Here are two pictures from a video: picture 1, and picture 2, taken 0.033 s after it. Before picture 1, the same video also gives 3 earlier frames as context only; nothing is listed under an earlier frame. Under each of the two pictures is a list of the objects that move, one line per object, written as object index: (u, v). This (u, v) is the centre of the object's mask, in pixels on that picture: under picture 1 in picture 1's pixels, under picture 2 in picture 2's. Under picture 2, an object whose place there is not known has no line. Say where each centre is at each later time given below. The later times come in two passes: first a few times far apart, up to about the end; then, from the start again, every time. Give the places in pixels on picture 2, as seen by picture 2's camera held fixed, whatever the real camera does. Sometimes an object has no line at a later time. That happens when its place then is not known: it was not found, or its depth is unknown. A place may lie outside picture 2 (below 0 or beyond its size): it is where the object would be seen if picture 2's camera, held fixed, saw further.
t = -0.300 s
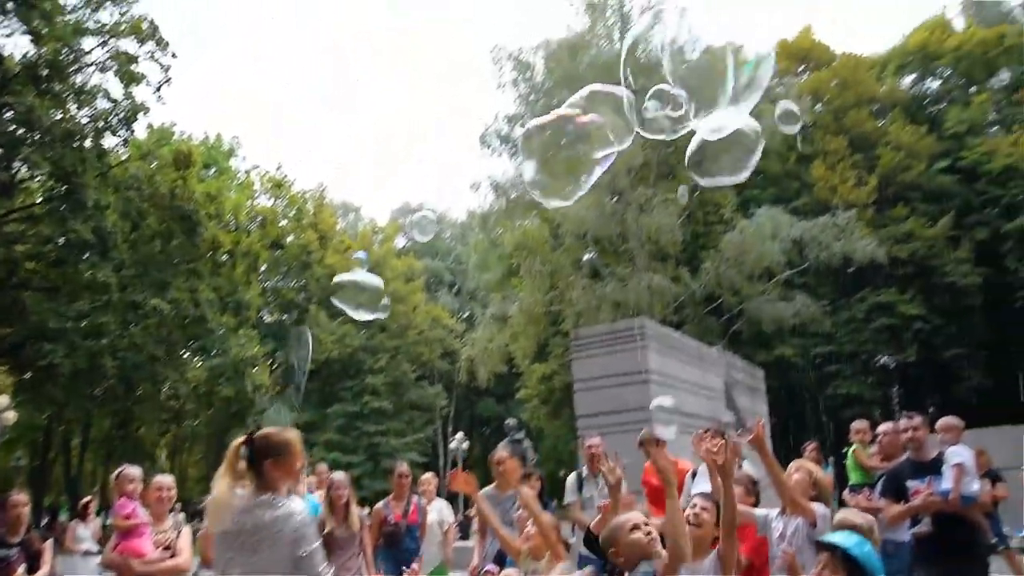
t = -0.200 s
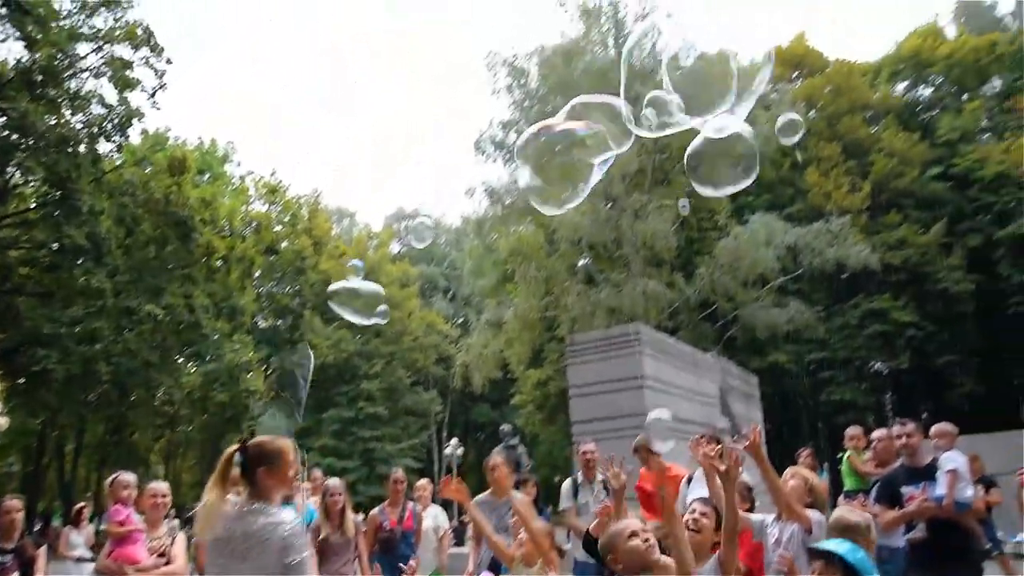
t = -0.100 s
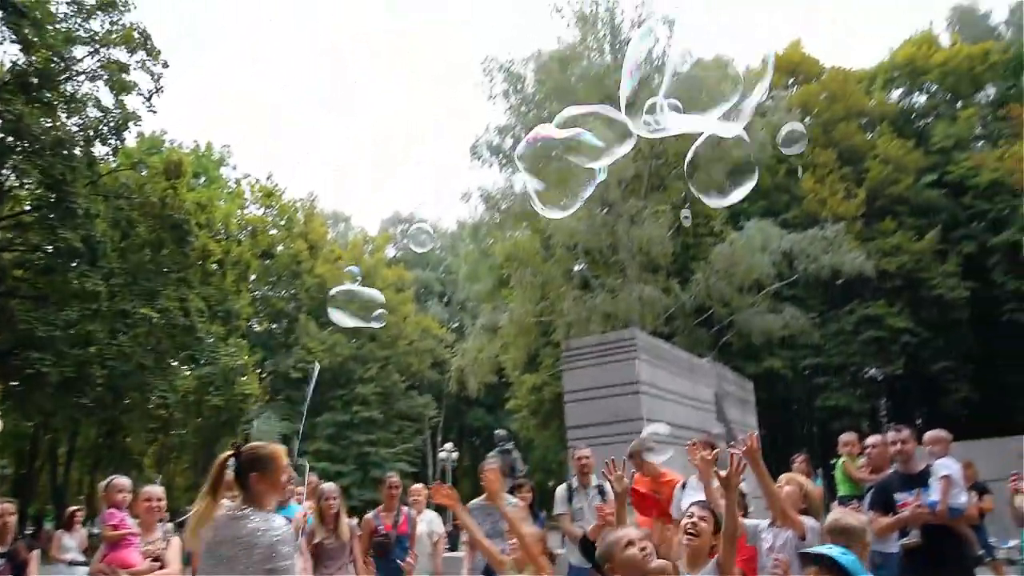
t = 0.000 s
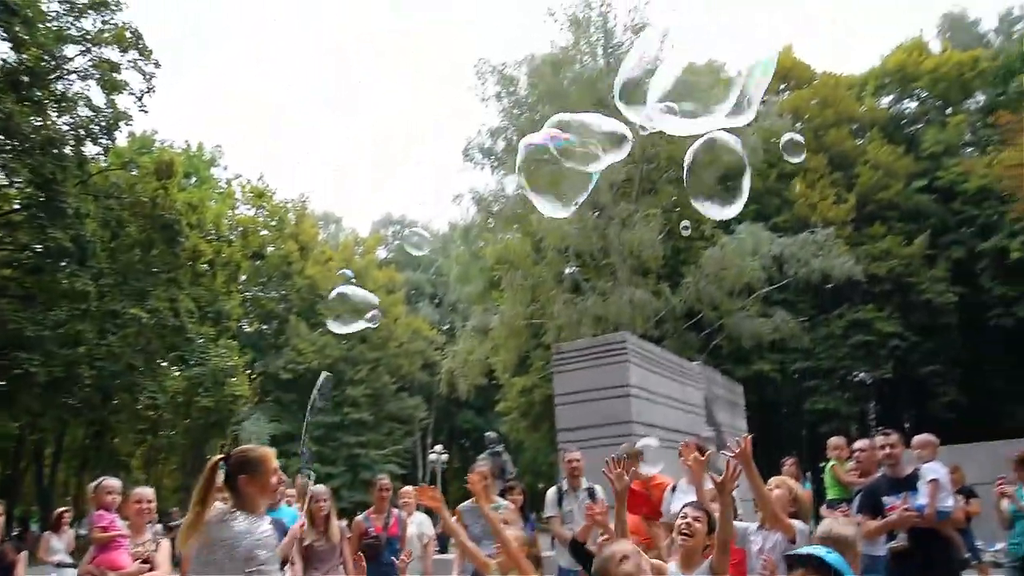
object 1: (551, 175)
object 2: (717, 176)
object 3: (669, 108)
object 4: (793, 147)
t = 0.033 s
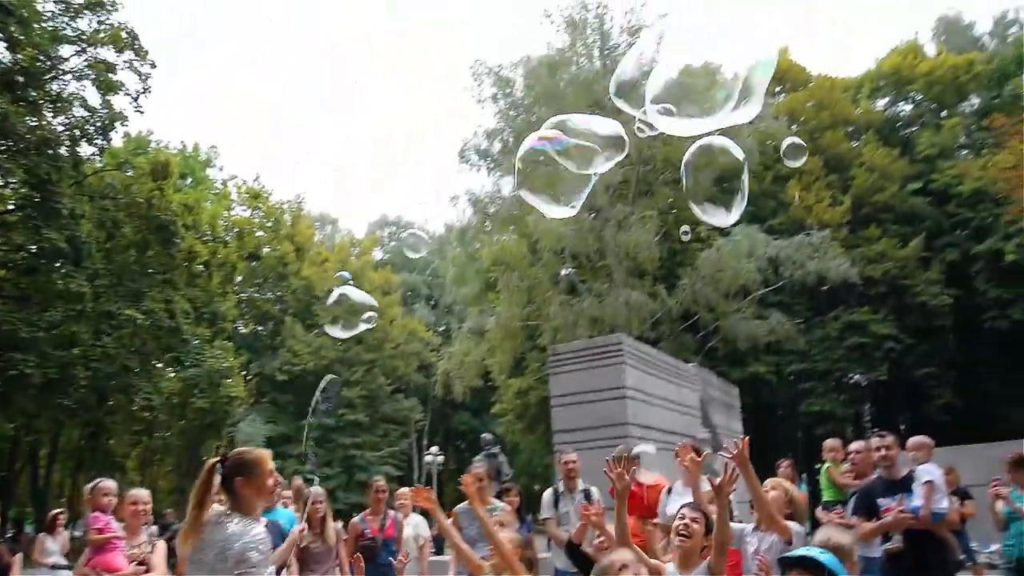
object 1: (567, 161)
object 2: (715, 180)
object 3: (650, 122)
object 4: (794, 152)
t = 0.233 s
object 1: (571, 163)
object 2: (730, 197)
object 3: (658, 126)
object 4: (821, 161)
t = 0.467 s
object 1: (574, 166)
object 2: (740, 216)
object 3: (670, 131)
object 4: (845, 175)
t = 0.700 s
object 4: (863, 202)
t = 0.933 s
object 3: (677, 167)
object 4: (880, 223)
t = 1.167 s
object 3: (679, 179)
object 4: (883, 241)
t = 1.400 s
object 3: (682, 190)
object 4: (869, 256)
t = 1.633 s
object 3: (686, 202)
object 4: (852, 276)
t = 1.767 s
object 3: (690, 209)
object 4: (848, 288)
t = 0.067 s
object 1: (568, 162)
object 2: (718, 183)
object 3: (647, 127)
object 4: (799, 154)
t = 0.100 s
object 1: (569, 162)
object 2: (720, 186)
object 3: (650, 126)
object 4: (803, 156)
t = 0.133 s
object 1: (570, 162)
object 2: (723, 188)
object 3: (653, 125)
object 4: (809, 157)
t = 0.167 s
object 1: (570, 163)
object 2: (725, 192)
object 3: (655, 125)
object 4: (812, 158)
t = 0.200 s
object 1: (571, 163)
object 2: (727, 194)
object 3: (657, 126)
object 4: (816, 160)
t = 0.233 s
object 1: (571, 163)
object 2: (730, 197)
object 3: (658, 126)
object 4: (821, 161)
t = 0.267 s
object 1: (572, 163)
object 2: (732, 199)
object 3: (660, 126)
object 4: (825, 163)
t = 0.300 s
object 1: (573, 163)
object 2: (734, 201)
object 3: (663, 126)
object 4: (829, 164)
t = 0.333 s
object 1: (574, 163)
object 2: (736, 204)
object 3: (664, 127)
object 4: (833, 166)
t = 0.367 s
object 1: (574, 163)
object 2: (737, 206)
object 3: (666, 127)
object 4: (835, 168)
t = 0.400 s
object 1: (575, 164)
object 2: (738, 209)
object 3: (668, 128)
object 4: (839, 171)
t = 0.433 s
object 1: (574, 164)
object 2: (739, 212)
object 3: (669, 129)
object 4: (842, 173)
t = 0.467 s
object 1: (574, 166)
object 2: (740, 216)
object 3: (670, 131)
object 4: (845, 175)
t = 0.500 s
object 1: (575, 168)
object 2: (742, 221)
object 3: (672, 134)
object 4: (848, 179)
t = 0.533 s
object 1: (575, 170)
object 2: (743, 225)
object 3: (672, 137)
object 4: (851, 182)
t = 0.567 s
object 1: (576, 173)
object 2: (744, 229)
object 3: (673, 140)
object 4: (854, 186)
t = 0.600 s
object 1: (576, 174)
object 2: (746, 233)
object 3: (674, 142)
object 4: (856, 189)
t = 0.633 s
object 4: (858, 195)
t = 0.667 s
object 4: (861, 199)
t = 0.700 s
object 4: (863, 202)
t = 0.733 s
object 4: (866, 206)
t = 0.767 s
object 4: (869, 209)
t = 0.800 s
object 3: (676, 159)
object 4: (871, 212)
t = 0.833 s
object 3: (677, 161)
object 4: (874, 215)
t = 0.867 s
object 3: (677, 163)
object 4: (876, 217)
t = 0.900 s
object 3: (677, 165)
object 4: (878, 220)
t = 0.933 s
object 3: (677, 167)
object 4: (880, 223)
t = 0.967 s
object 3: (677, 169)
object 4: (881, 225)
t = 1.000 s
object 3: (677, 171)
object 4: (882, 229)
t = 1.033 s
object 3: (678, 172)
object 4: (883, 231)
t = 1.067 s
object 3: (678, 174)
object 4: (884, 234)
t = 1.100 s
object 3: (678, 176)
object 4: (884, 236)
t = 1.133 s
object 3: (679, 178)
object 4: (884, 239)
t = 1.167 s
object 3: (679, 179)
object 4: (883, 241)
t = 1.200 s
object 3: (679, 181)
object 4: (881, 244)
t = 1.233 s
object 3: (679, 183)
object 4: (880, 245)
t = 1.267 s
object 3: (680, 184)
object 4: (879, 247)
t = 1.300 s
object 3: (680, 186)
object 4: (876, 249)
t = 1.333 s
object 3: (680, 187)
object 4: (874, 251)
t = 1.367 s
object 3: (681, 189)
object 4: (872, 253)
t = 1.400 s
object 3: (682, 190)
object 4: (869, 256)
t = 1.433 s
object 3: (682, 192)
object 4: (866, 259)
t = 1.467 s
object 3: (683, 193)
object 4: (864, 262)
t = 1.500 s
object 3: (683, 194)
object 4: (862, 264)
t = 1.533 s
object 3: (683, 196)
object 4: (858, 267)
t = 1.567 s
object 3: (684, 198)
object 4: (856, 270)
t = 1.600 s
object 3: (685, 200)
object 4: (854, 273)
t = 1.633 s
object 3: (686, 202)
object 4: (852, 276)
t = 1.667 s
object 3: (687, 204)
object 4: (851, 279)
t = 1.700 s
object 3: (688, 205)
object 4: (849, 282)
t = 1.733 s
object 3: (689, 207)
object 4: (848, 285)
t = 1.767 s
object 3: (690, 209)
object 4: (848, 288)
